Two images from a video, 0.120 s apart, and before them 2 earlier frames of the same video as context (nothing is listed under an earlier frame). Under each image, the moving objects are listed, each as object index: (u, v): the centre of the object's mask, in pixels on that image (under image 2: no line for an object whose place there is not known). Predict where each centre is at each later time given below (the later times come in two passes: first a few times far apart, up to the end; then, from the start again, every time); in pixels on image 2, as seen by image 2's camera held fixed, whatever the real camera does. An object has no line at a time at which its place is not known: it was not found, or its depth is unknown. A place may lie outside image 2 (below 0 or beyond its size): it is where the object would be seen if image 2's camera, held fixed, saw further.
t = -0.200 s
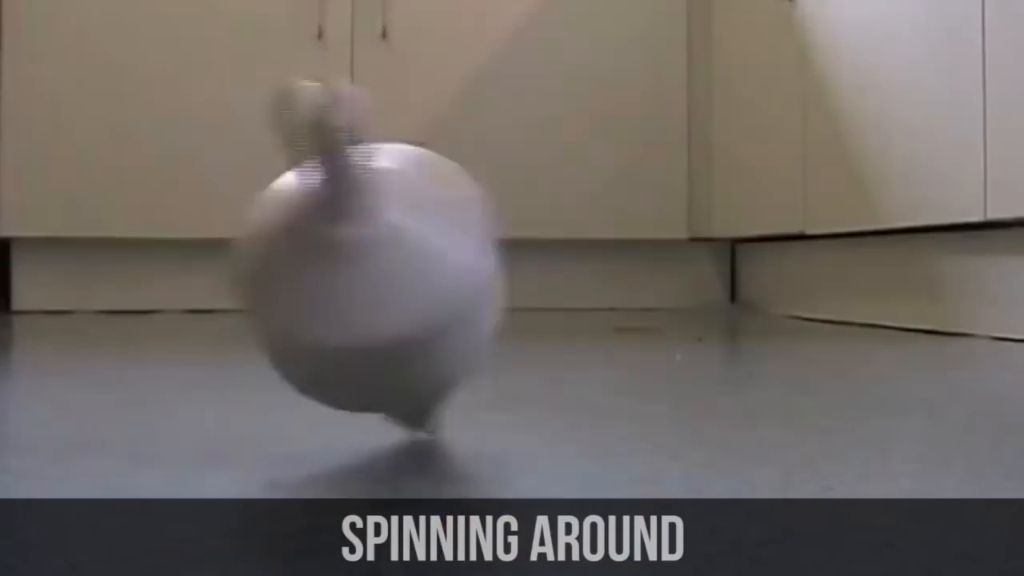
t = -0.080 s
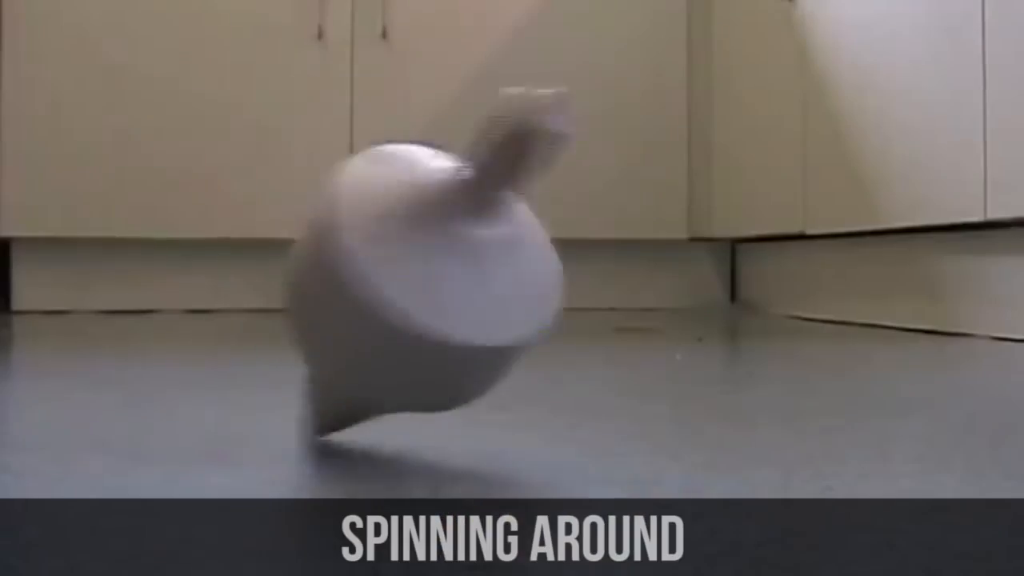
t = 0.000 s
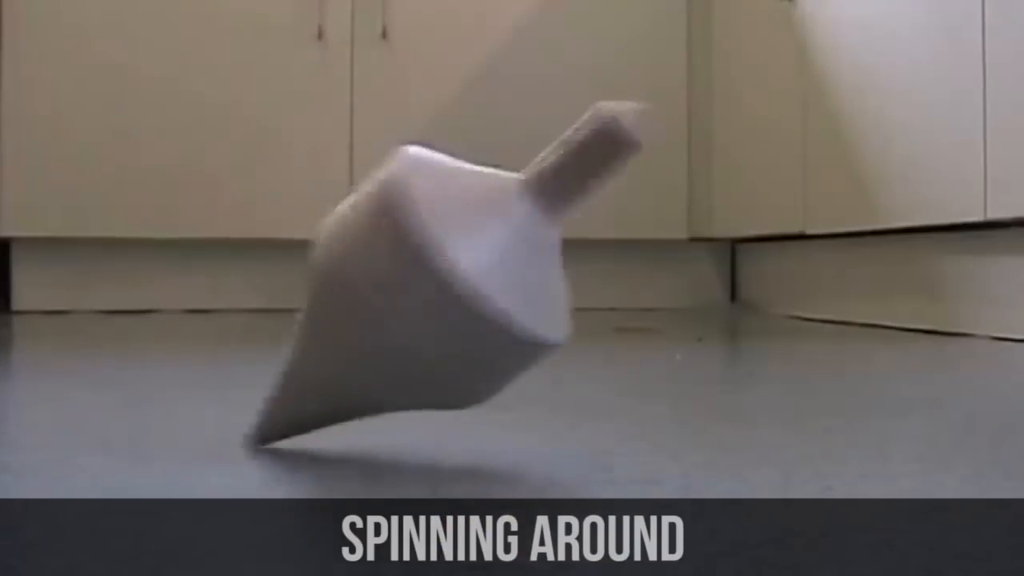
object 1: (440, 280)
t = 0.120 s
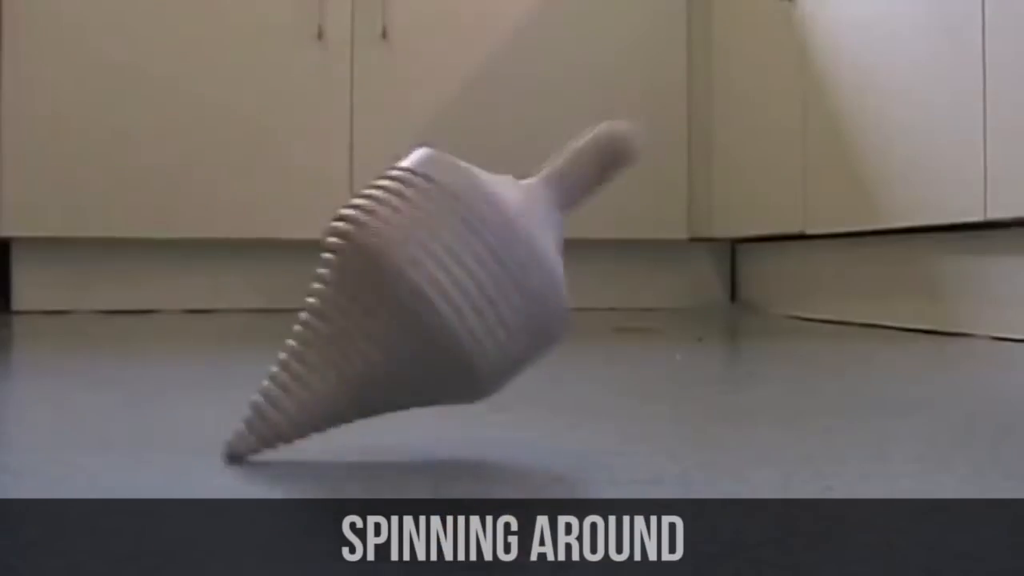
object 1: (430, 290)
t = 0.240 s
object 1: (408, 293)
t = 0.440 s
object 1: (352, 292)
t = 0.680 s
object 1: (340, 272)
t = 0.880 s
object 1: (428, 277)
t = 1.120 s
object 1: (418, 296)
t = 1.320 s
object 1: (368, 291)
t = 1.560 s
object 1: (341, 282)
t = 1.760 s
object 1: (415, 274)
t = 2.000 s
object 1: (418, 299)
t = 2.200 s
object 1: (378, 293)
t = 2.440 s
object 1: (347, 291)
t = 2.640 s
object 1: (409, 275)
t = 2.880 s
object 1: (425, 300)
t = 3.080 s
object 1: (389, 298)
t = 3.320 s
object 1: (352, 291)
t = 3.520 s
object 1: (415, 277)
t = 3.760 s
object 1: (430, 303)
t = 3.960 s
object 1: (391, 299)
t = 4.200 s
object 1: (361, 292)
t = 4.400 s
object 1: (431, 283)
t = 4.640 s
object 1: (429, 305)
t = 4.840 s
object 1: (390, 300)
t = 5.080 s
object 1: (367, 289)
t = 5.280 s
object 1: (445, 291)
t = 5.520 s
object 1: (425, 307)
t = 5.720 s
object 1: (384, 305)
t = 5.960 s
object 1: (380, 287)
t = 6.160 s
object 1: (446, 300)
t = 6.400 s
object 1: (416, 307)
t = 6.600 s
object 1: (378, 309)
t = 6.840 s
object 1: (417, 293)
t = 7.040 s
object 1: (439, 311)
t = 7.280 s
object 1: (399, 309)
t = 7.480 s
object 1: (374, 307)
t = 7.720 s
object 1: (445, 304)
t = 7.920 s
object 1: (430, 315)
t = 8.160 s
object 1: (387, 316)
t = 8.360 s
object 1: (387, 298)
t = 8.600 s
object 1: (441, 316)
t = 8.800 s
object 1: (411, 314)
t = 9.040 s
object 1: (373, 311)
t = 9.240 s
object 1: (443, 304)
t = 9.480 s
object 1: (427, 321)
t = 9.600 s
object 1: (398, 317)
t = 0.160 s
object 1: (424, 292)
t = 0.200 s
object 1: (420, 291)
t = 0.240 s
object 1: (408, 293)
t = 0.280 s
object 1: (399, 292)
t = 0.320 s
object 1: (388, 292)
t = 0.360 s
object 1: (372, 288)
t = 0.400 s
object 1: (359, 289)
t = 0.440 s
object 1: (352, 292)
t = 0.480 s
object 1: (345, 292)
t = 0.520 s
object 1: (340, 290)
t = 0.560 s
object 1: (335, 287)
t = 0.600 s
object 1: (333, 283)
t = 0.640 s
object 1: (334, 278)
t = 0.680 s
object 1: (340, 272)
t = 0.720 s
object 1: (353, 268)
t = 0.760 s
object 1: (374, 268)
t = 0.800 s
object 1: (394, 269)
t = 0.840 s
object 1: (414, 271)
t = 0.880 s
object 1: (428, 277)
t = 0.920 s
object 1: (434, 282)
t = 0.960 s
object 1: (434, 288)
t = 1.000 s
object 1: (431, 292)
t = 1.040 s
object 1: (428, 294)
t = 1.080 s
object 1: (422, 297)
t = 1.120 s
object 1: (418, 296)
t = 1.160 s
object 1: (410, 296)
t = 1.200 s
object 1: (402, 293)
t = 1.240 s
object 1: (393, 294)
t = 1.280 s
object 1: (379, 292)
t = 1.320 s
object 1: (368, 291)
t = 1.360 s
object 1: (360, 294)
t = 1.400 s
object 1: (355, 295)
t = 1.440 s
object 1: (350, 294)
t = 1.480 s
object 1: (345, 291)
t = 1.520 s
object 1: (343, 288)
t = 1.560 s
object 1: (341, 282)
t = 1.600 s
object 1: (346, 277)
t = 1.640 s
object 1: (357, 270)
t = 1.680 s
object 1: (376, 270)
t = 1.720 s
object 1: (397, 271)
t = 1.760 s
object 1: (415, 274)
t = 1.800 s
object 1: (427, 280)
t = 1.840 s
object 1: (432, 286)
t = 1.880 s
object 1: (432, 290)
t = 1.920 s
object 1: (429, 294)
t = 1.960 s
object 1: (424, 297)
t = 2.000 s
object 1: (418, 299)
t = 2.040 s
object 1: (416, 298)
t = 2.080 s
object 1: (407, 298)
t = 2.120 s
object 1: (400, 297)
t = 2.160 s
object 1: (391, 295)
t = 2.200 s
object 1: (378, 293)
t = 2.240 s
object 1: (369, 294)
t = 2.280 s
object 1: (363, 297)
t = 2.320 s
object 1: (358, 297)
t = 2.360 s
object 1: (352, 296)
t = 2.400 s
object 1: (349, 294)
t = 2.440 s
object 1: (347, 291)
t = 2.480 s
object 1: (346, 284)
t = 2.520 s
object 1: (353, 277)
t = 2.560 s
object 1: (368, 274)
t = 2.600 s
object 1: (390, 274)
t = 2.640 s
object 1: (409, 275)
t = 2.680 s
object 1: (426, 279)
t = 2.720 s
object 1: (434, 287)
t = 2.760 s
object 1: (437, 292)
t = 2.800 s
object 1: (434, 297)
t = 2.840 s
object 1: (430, 299)
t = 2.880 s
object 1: (425, 300)
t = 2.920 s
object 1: (421, 300)
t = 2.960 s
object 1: (415, 299)
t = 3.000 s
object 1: (407, 300)
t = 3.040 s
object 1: (399, 298)
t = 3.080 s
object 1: (389, 298)
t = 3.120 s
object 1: (377, 296)
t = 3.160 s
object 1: (369, 298)
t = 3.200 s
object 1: (365, 300)
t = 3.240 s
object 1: (359, 298)
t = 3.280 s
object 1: (355, 296)
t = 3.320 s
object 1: (352, 291)
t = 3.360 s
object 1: (351, 286)
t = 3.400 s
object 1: (358, 280)
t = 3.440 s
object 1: (374, 277)
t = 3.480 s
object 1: (394, 277)
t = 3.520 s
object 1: (415, 277)
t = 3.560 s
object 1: (432, 281)
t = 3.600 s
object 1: (439, 288)
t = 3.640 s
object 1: (442, 294)
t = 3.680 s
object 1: (439, 299)
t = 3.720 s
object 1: (434, 302)
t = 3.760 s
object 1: (430, 303)
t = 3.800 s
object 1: (426, 303)
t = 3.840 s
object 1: (419, 302)
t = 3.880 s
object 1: (411, 301)
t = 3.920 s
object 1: (402, 302)
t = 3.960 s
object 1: (391, 299)
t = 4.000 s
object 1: (380, 299)
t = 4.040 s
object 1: (376, 302)
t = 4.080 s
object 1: (371, 302)
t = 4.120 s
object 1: (367, 299)
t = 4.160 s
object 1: (363, 296)
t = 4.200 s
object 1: (361, 292)
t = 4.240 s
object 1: (363, 287)
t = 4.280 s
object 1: (372, 283)
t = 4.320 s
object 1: (390, 281)
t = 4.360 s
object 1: (412, 283)
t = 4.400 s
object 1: (431, 283)
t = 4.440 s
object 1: (443, 288)
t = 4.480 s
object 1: (447, 293)
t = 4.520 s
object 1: (442, 299)
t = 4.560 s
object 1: (438, 302)
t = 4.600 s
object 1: (433, 304)
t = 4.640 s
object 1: (429, 305)
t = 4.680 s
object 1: (426, 304)
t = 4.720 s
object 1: (416, 303)
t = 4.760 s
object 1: (411, 302)
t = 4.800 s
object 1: (401, 302)
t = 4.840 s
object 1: (390, 300)
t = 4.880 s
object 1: (383, 301)
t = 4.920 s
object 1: (379, 303)
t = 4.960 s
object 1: (374, 302)
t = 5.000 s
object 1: (370, 300)
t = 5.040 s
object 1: (366, 295)
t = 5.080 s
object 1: (367, 289)
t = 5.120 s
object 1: (376, 285)
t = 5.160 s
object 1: (393, 282)
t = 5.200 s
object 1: (414, 285)
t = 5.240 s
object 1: (434, 285)
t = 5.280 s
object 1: (445, 291)
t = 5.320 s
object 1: (448, 296)
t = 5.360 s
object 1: (445, 301)
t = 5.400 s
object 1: (440, 305)
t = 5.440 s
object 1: (436, 307)
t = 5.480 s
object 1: (429, 308)
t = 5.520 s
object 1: (425, 307)
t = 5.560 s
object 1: (417, 306)
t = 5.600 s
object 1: (411, 303)
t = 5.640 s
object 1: (400, 302)
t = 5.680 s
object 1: (390, 303)
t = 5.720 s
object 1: (384, 305)
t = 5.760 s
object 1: (380, 306)
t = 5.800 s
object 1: (375, 305)
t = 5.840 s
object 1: (371, 302)
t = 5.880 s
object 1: (368, 297)
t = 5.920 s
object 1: (370, 291)
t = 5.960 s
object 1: (380, 287)
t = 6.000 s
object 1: (399, 287)
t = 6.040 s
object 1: (422, 288)
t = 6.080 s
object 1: (439, 288)
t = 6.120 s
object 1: (445, 295)
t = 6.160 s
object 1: (446, 300)
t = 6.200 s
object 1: (441, 305)
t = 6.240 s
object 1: (437, 308)
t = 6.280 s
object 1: (432, 310)
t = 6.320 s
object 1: (430, 309)
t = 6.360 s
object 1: (423, 308)
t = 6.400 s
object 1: (416, 307)
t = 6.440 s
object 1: (407, 307)
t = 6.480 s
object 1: (395, 306)
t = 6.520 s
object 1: (388, 308)
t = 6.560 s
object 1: (384, 310)
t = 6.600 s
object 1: (378, 309)
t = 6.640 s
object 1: (375, 307)
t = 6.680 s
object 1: (371, 303)
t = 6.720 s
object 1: (371, 297)
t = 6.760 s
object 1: (379, 293)
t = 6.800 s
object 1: (396, 291)
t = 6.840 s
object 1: (417, 293)
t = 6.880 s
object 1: (436, 292)
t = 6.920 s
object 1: (446, 297)
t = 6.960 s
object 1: (448, 302)
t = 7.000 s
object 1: (443, 308)
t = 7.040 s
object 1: (439, 311)
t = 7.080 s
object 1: (434, 314)
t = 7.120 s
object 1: (431, 313)
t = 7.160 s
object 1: (426, 312)
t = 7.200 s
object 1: (418, 311)
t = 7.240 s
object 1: (410, 309)
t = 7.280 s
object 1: (399, 309)
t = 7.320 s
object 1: (391, 310)
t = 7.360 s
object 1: (388, 312)
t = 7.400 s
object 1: (384, 312)
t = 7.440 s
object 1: (378, 310)
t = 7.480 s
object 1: (374, 307)
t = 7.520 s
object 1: (374, 302)
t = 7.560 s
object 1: (381, 296)
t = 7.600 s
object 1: (399, 294)
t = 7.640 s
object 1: (420, 297)
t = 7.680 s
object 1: (439, 297)
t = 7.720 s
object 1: (445, 304)
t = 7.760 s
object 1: (447, 307)
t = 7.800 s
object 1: (443, 312)
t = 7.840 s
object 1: (438, 315)
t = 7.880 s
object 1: (434, 316)
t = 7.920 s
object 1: (430, 315)
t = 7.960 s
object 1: (424, 314)
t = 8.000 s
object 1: (417, 311)
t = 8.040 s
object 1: (407, 311)
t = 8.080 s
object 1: (396, 312)
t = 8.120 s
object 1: (390, 315)
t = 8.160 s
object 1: (387, 316)
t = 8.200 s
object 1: (381, 314)
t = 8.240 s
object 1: (377, 312)
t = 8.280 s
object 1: (373, 307)
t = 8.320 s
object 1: (376, 302)
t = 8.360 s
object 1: (387, 298)
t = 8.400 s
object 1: (407, 299)
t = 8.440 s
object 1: (428, 300)
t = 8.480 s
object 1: (445, 302)
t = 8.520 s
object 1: (450, 307)
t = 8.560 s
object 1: (445, 313)
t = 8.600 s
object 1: (441, 316)
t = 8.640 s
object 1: (435, 318)
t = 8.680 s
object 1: (432, 318)
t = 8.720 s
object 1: (427, 317)
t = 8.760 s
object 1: (419, 316)
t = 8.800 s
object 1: (411, 314)
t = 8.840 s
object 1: (399, 314)
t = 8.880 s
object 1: (391, 316)
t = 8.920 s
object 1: (387, 318)
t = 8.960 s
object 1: (383, 318)
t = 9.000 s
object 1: (377, 316)
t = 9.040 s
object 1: (373, 311)
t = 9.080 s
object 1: (372, 306)
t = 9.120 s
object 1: (382, 302)
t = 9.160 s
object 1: (403, 303)
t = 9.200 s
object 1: (425, 304)
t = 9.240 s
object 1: (443, 304)
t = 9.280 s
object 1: (449, 309)
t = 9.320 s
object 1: (448, 315)
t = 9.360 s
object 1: (442, 319)
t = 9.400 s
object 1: (437, 321)
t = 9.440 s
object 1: (431, 322)
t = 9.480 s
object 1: (427, 321)
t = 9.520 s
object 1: (419, 319)
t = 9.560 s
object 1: (412, 318)
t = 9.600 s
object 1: (398, 317)
